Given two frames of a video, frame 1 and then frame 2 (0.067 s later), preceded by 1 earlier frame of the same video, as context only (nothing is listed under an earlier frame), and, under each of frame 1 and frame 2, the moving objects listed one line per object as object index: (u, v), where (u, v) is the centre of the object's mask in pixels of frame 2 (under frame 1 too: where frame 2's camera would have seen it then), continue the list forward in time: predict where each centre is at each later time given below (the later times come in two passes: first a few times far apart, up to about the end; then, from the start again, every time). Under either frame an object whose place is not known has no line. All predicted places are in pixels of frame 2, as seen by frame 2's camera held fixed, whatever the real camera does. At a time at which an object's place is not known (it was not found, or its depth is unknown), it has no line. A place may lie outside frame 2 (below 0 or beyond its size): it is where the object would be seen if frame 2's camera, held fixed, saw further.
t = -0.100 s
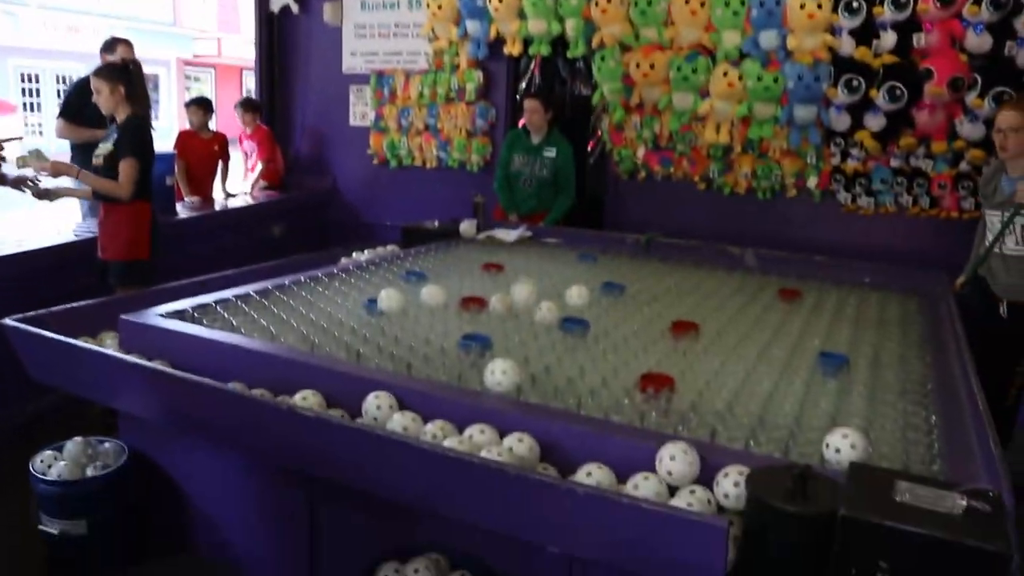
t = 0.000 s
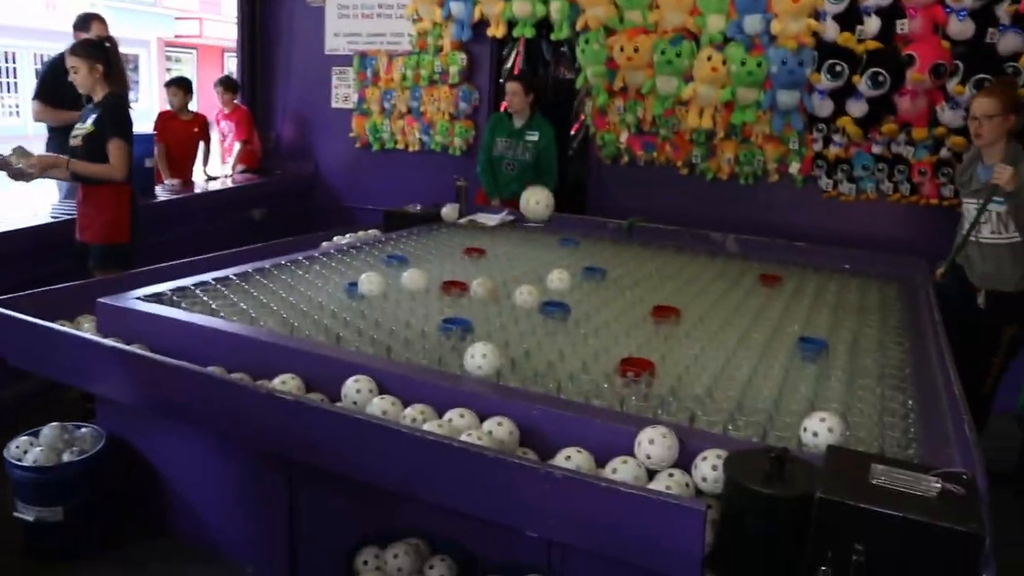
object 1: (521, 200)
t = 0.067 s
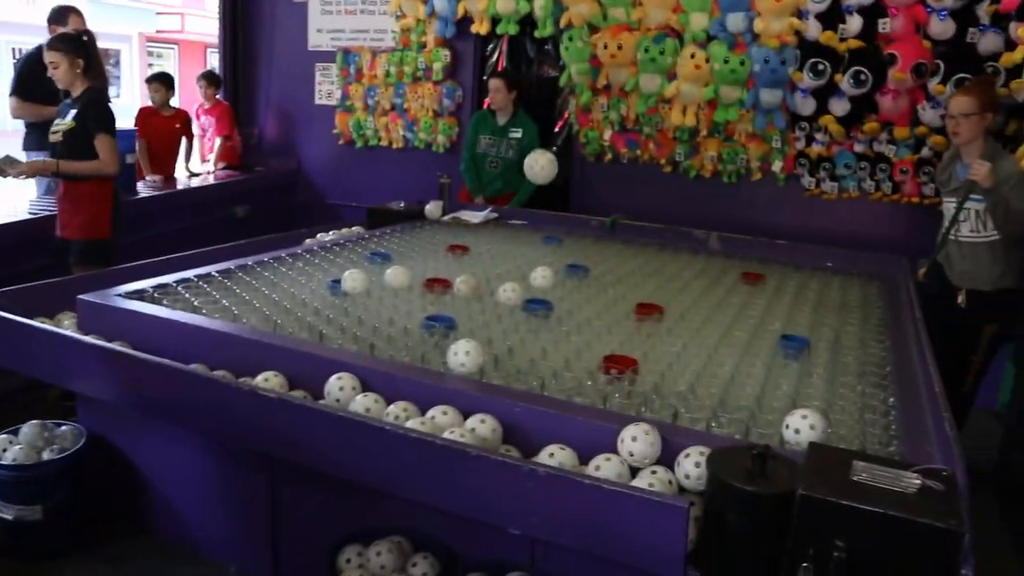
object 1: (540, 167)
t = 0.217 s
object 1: (580, 149)
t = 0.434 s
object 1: (619, 246)
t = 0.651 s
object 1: (628, 250)
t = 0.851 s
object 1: (615, 249)
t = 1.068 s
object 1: (604, 274)
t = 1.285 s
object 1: (585, 287)
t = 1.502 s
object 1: (587, 296)
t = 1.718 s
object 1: (582, 297)
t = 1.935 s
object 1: (584, 302)
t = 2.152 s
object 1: (584, 302)
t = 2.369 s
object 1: (584, 303)
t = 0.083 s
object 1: (545, 161)
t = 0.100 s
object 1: (550, 156)
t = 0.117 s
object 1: (554, 152)
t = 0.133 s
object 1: (559, 149)
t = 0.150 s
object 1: (564, 147)
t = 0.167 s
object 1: (568, 146)
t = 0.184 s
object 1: (572, 146)
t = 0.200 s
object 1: (576, 147)
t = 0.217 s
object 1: (580, 149)
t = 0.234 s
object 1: (583, 151)
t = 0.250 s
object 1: (587, 155)
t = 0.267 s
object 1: (590, 160)
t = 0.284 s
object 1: (594, 165)
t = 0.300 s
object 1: (597, 171)
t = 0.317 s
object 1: (599, 178)
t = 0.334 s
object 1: (602, 186)
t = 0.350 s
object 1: (606, 194)
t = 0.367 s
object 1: (608, 204)
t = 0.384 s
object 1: (611, 213)
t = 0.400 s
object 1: (614, 224)
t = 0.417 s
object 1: (616, 234)
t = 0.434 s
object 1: (619, 246)
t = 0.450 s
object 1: (621, 259)
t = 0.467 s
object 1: (623, 272)
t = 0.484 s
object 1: (626, 286)
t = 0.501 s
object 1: (629, 301)
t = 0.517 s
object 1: (631, 312)
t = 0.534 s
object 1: (631, 303)
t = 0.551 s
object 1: (630, 292)
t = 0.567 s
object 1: (629, 283)
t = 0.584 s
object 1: (629, 274)
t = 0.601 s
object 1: (629, 267)
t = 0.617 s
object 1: (629, 260)
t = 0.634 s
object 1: (628, 255)
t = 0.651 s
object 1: (628, 250)
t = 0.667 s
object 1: (627, 246)
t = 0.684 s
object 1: (626, 243)
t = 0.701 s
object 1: (625, 241)
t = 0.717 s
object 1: (624, 239)
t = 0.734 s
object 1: (623, 239)
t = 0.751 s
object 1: (622, 238)
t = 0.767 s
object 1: (621, 239)
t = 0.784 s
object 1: (620, 240)
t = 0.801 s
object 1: (619, 241)
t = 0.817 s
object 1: (618, 243)
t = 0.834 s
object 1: (616, 246)
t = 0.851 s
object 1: (615, 249)
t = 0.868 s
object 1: (614, 254)
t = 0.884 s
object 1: (613, 259)
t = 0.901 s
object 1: (612, 265)
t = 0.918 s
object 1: (610, 271)
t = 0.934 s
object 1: (609, 279)
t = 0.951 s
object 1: (608, 280)
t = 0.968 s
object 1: (608, 277)
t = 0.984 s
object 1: (607, 276)
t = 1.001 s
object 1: (607, 274)
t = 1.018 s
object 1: (606, 273)
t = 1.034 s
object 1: (606, 273)
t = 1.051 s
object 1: (605, 273)
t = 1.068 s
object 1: (604, 274)
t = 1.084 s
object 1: (603, 276)
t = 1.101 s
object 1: (602, 278)
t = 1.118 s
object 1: (601, 281)
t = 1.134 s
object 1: (599, 286)
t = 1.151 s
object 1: (598, 290)
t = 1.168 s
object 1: (597, 290)
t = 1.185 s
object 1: (596, 288)
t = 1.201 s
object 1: (594, 286)
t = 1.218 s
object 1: (592, 285)
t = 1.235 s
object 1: (591, 284)
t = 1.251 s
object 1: (589, 285)
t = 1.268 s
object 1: (588, 286)
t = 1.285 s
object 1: (585, 287)
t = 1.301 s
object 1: (583, 290)
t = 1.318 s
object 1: (581, 293)
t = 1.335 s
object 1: (579, 297)
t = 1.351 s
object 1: (580, 295)
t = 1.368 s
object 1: (582, 293)
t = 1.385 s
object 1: (582, 291)
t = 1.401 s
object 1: (583, 289)
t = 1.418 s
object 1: (584, 288)
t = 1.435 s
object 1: (585, 288)
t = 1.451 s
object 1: (586, 290)
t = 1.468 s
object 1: (586, 291)
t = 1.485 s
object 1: (587, 294)
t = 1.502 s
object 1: (587, 296)
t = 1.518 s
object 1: (587, 298)
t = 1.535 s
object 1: (585, 296)
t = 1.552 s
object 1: (584, 296)
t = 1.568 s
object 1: (582, 296)
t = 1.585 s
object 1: (581, 296)
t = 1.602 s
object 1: (581, 294)
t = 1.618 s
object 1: (581, 293)
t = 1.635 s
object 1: (581, 293)
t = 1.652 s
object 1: (580, 293)
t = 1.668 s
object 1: (580, 294)
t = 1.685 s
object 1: (580, 295)
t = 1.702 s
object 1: (581, 296)
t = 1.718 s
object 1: (582, 297)
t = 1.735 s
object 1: (583, 298)
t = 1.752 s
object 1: (584, 300)
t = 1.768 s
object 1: (584, 301)
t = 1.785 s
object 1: (584, 300)
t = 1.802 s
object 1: (583, 301)
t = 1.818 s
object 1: (583, 301)
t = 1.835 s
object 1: (583, 301)
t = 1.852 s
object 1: (583, 301)
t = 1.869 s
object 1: (583, 301)
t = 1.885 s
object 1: (584, 302)
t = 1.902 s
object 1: (583, 302)
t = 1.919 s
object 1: (584, 302)
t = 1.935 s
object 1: (584, 302)
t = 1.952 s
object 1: (584, 302)
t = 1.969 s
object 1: (584, 302)
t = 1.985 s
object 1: (584, 302)
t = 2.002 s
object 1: (584, 302)
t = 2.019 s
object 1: (584, 302)
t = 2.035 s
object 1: (584, 302)
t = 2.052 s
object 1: (584, 302)
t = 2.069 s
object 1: (584, 302)
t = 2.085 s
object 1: (584, 302)
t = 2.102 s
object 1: (584, 302)
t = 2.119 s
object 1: (584, 302)
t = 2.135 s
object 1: (584, 302)
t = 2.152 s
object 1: (584, 302)
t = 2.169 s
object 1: (584, 302)
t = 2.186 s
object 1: (584, 302)
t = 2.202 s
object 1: (584, 302)
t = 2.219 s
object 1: (584, 302)
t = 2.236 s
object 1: (584, 302)
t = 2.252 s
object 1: (584, 302)
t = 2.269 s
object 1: (584, 302)
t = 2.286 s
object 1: (584, 303)
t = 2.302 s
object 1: (584, 302)
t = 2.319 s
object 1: (584, 302)
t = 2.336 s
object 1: (584, 302)
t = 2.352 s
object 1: (584, 303)
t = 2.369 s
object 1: (584, 303)
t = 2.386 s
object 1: (584, 303)
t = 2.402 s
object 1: (584, 303)
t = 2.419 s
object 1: (584, 303)
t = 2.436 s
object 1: (584, 303)
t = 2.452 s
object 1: (584, 303)
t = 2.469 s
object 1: (584, 303)
